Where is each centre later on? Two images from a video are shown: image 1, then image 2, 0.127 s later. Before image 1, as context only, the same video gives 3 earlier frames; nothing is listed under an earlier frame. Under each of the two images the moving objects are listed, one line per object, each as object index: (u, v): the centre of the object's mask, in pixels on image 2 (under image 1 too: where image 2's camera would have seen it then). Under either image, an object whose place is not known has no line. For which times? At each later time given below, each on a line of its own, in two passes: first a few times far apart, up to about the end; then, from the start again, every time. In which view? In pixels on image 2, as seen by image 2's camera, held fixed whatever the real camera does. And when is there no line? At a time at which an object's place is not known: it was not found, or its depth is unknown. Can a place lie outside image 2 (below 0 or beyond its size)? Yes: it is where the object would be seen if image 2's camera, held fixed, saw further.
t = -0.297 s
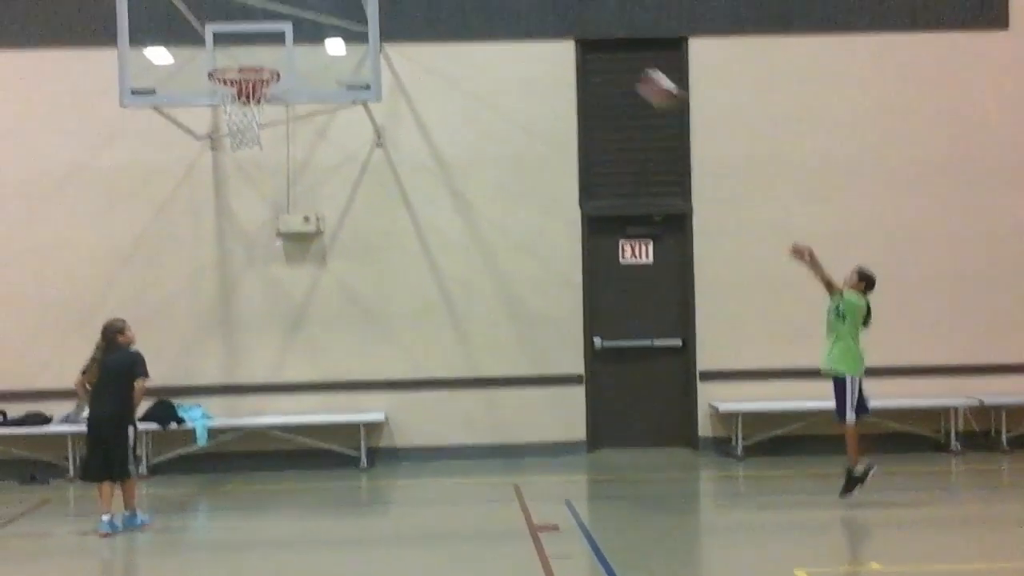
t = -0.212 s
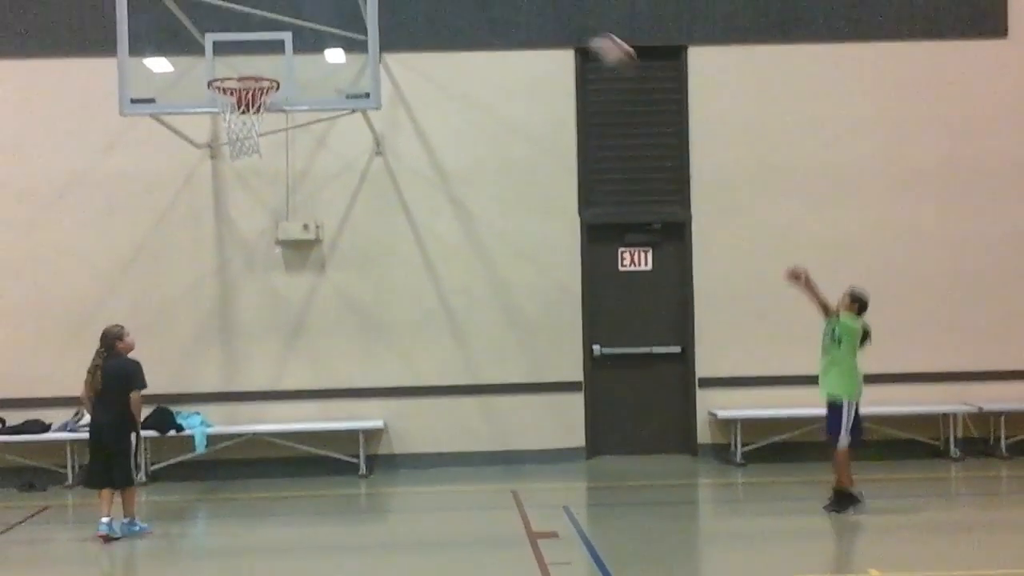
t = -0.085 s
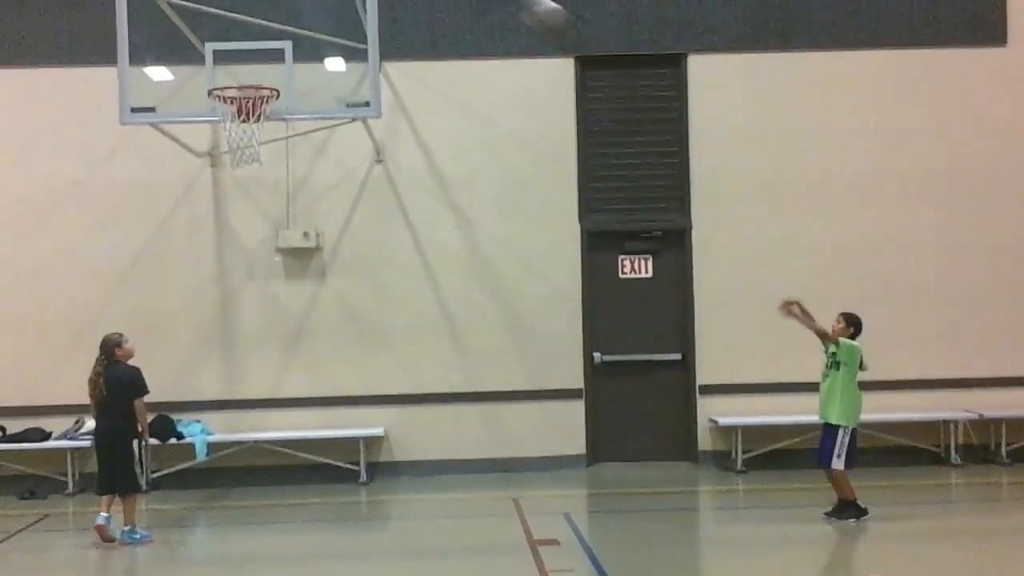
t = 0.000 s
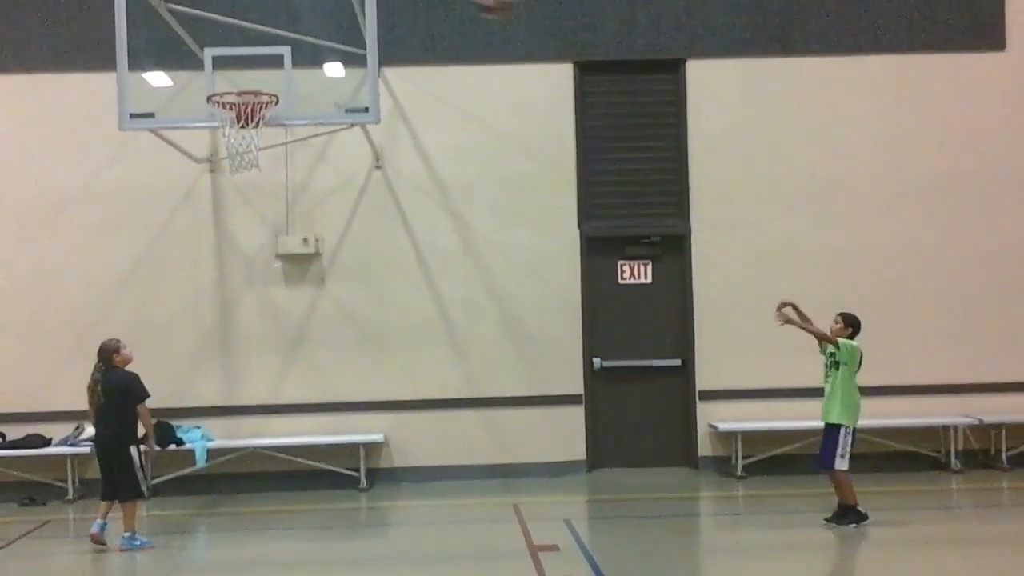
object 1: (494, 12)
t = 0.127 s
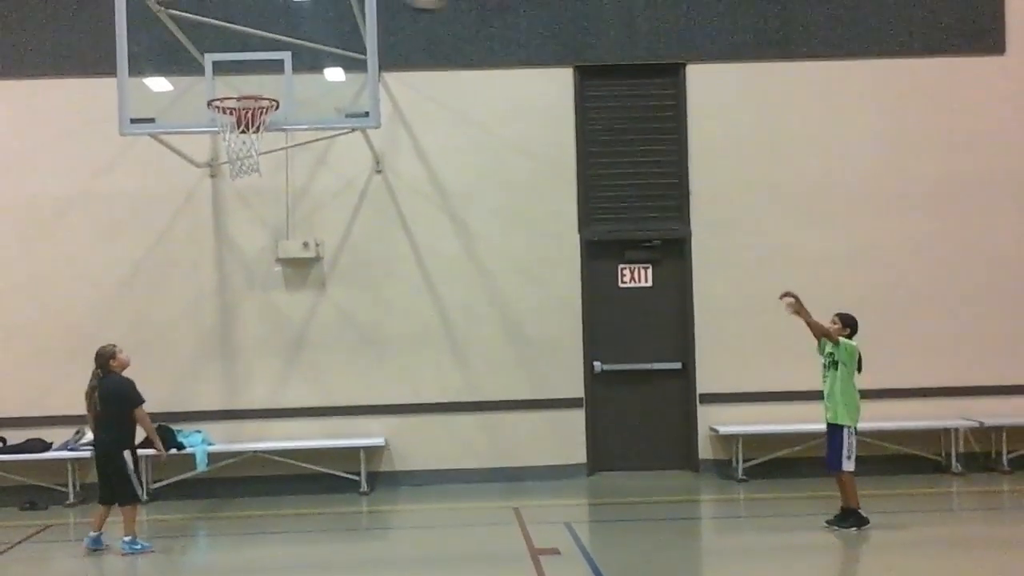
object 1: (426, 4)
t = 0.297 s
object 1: (336, 13)
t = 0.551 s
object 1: (236, 115)
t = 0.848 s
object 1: (274, 165)
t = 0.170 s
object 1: (403, 4)
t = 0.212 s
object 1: (381, 5)
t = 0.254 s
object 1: (357, 6)
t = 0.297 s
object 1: (336, 13)
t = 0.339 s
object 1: (312, 26)
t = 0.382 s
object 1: (289, 40)
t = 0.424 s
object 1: (261, 63)
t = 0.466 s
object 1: (244, 79)
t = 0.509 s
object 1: (227, 91)
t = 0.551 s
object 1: (236, 115)
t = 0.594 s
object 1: (244, 122)
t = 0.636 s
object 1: (254, 134)
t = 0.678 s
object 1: (261, 141)
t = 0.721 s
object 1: (267, 145)
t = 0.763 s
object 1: (269, 148)
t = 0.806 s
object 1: (270, 148)
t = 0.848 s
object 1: (274, 165)
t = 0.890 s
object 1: (272, 173)
